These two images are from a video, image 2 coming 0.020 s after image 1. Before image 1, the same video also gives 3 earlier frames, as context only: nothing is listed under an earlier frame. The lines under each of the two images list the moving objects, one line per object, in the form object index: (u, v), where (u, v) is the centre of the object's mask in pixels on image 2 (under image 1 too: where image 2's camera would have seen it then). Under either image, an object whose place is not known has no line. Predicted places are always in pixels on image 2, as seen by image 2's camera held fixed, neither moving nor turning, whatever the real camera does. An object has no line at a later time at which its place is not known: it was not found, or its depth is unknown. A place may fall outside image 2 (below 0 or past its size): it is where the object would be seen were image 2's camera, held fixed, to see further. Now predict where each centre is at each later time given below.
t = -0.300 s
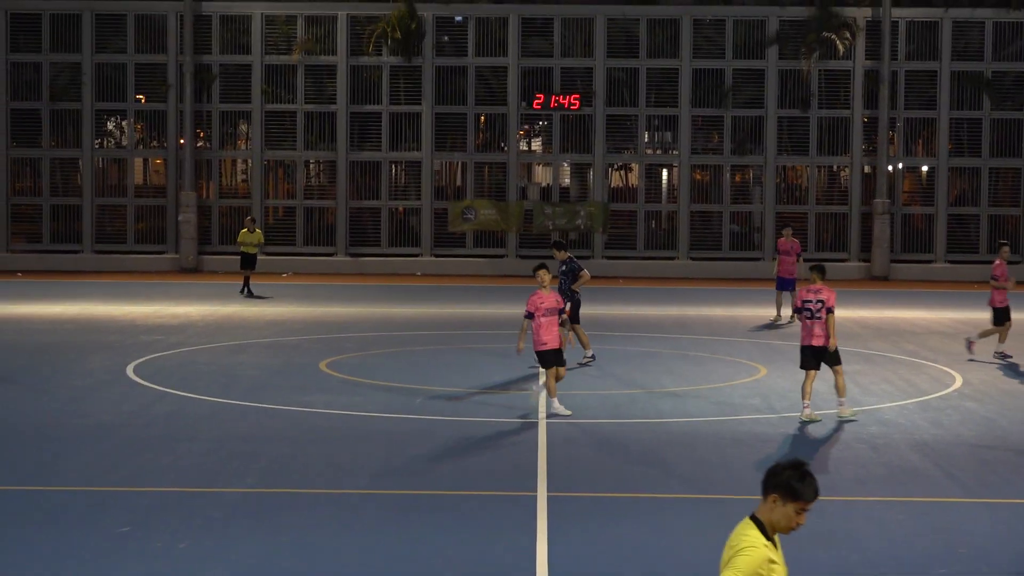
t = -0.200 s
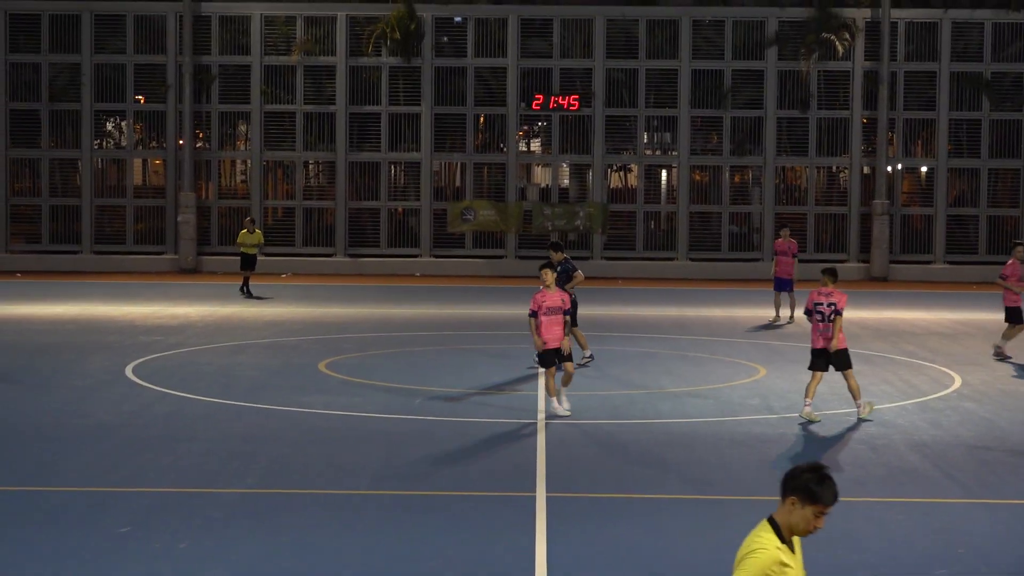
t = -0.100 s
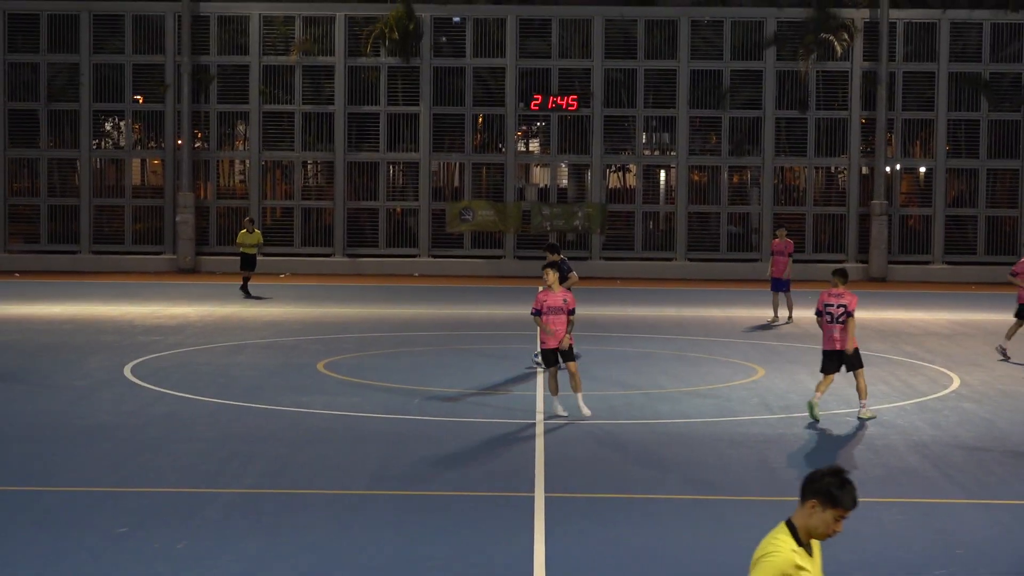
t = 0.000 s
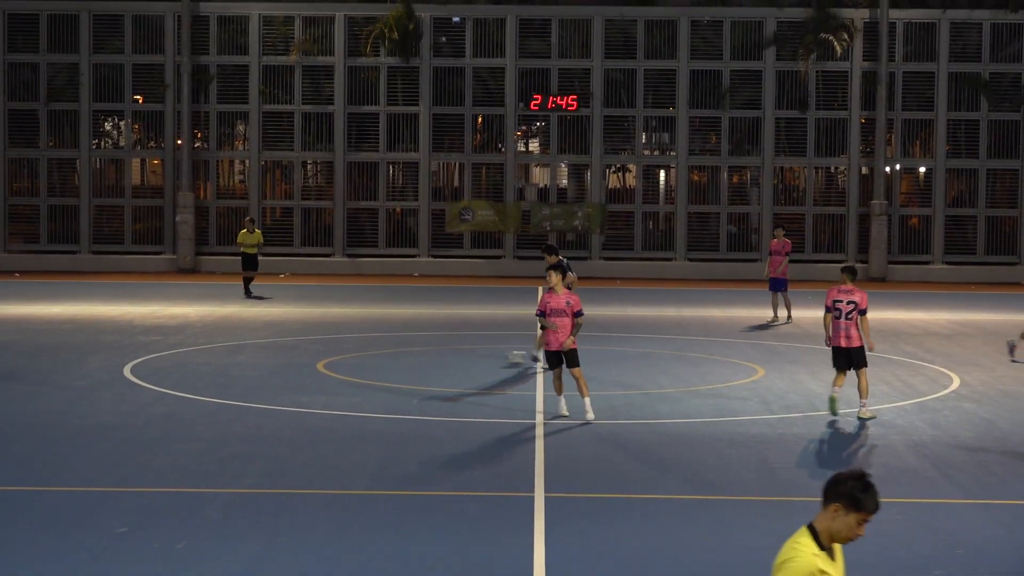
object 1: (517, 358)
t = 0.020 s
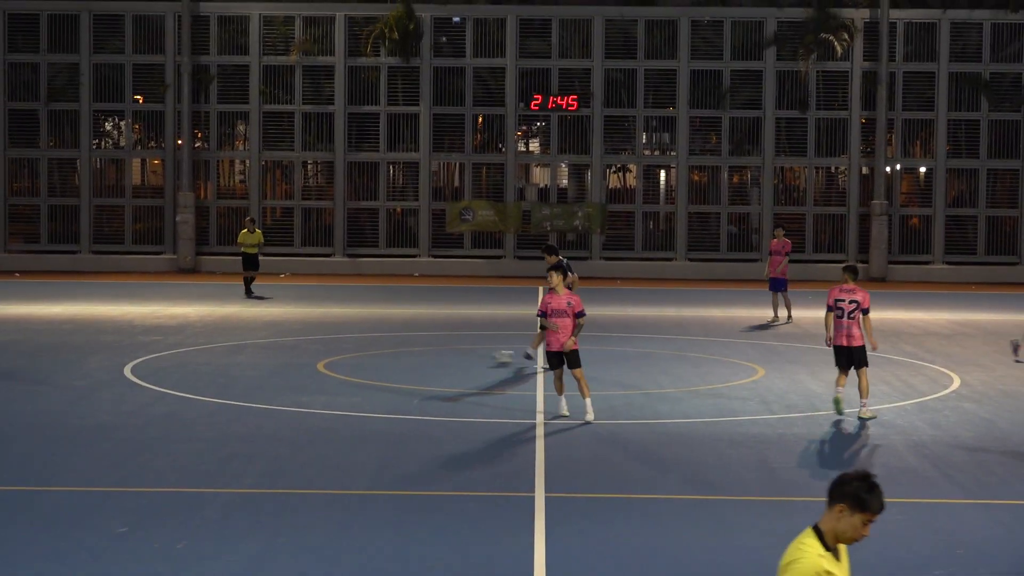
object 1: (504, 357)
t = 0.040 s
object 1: (491, 357)
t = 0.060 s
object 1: (477, 358)
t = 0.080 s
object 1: (466, 356)
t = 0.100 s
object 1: (454, 356)
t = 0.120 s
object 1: (441, 356)
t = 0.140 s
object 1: (430, 356)
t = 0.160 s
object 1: (418, 356)
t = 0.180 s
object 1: (407, 356)
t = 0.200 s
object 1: (397, 355)
